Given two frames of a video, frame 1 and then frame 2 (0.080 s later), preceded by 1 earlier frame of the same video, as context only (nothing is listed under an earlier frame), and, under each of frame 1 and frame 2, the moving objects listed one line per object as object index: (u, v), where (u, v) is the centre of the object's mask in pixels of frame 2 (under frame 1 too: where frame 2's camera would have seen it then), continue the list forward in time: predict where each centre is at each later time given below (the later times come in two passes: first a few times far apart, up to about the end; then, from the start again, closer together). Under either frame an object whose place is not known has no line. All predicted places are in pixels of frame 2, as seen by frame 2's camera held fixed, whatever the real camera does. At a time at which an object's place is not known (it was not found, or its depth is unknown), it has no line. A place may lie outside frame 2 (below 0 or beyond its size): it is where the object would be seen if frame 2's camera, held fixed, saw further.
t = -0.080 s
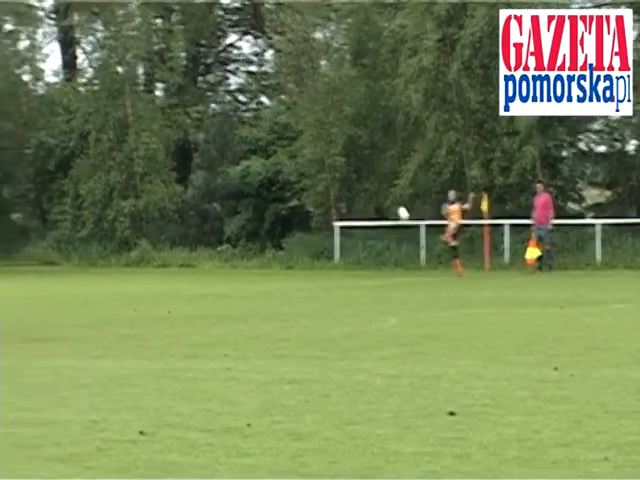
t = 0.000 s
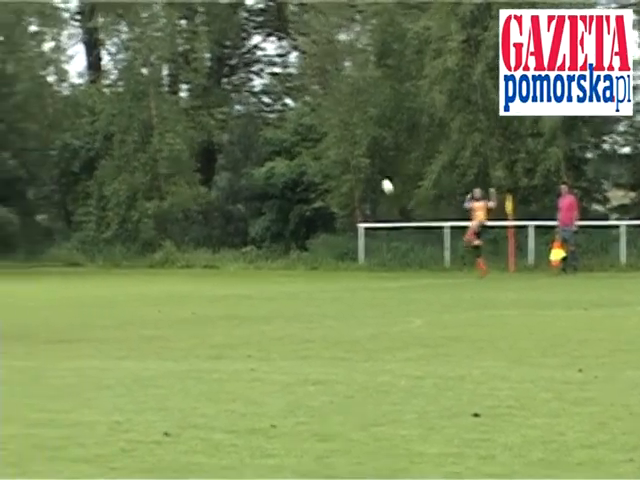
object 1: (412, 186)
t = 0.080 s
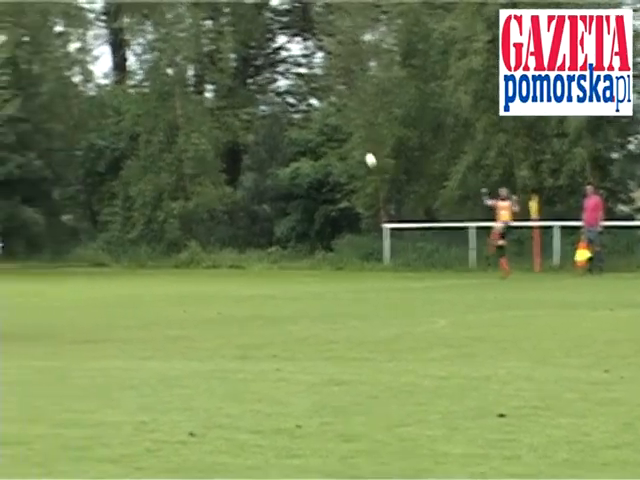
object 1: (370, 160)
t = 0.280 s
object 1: (258, 106)
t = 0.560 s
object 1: (82, 60)
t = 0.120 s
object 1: (348, 148)
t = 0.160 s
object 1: (327, 136)
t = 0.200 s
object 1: (305, 125)
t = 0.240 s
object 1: (282, 116)
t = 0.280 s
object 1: (258, 106)
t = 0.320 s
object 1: (234, 98)
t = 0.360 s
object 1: (211, 89)
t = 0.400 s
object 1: (186, 82)
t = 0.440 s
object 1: (161, 75)
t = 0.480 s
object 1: (135, 69)
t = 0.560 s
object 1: (82, 60)
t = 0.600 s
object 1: (55, 56)
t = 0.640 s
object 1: (27, 53)
